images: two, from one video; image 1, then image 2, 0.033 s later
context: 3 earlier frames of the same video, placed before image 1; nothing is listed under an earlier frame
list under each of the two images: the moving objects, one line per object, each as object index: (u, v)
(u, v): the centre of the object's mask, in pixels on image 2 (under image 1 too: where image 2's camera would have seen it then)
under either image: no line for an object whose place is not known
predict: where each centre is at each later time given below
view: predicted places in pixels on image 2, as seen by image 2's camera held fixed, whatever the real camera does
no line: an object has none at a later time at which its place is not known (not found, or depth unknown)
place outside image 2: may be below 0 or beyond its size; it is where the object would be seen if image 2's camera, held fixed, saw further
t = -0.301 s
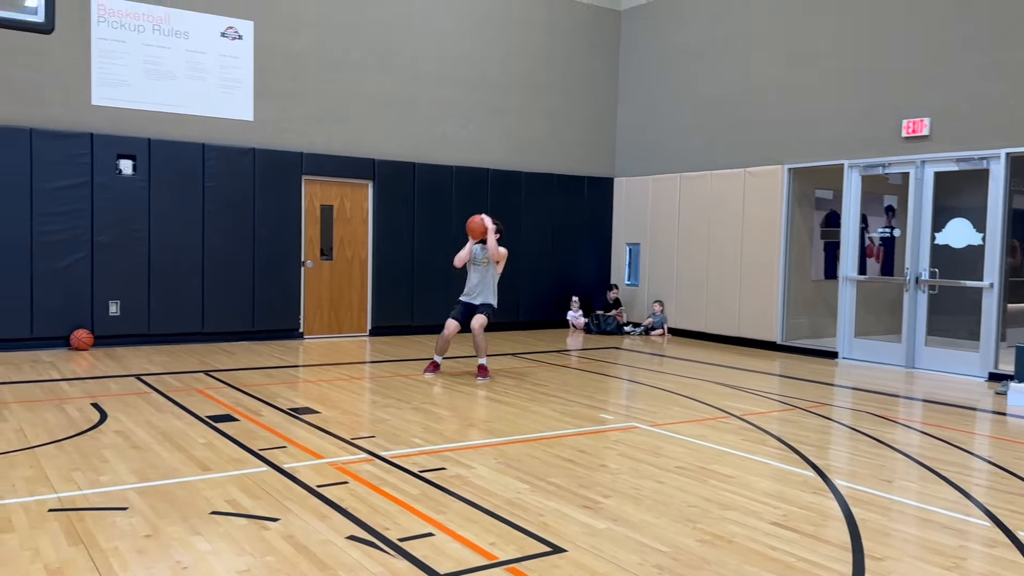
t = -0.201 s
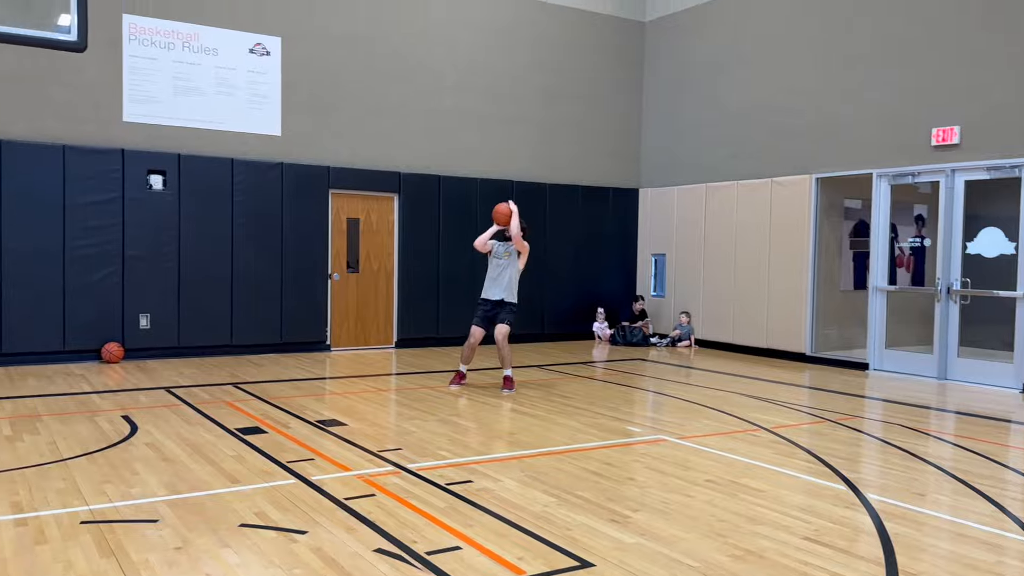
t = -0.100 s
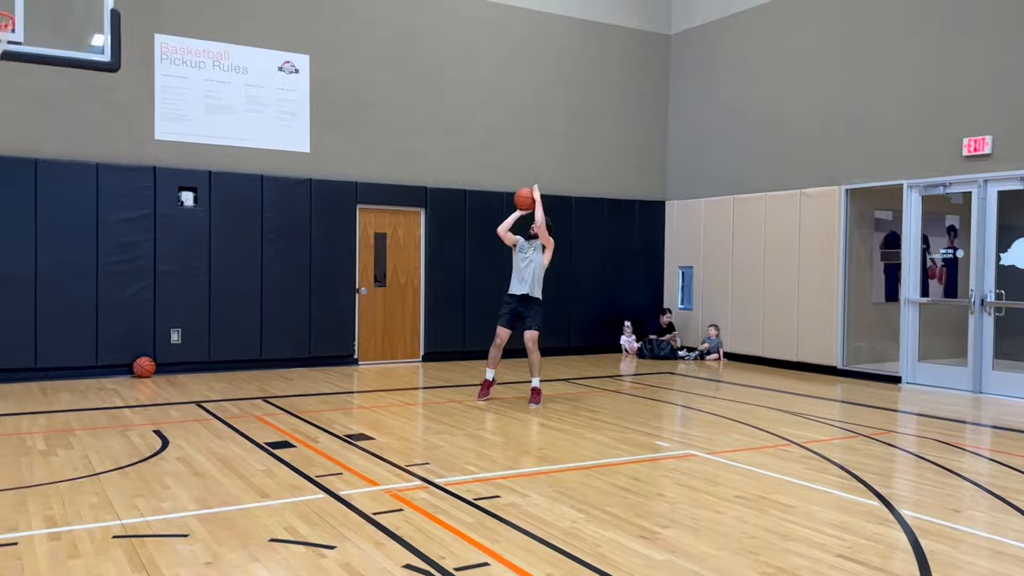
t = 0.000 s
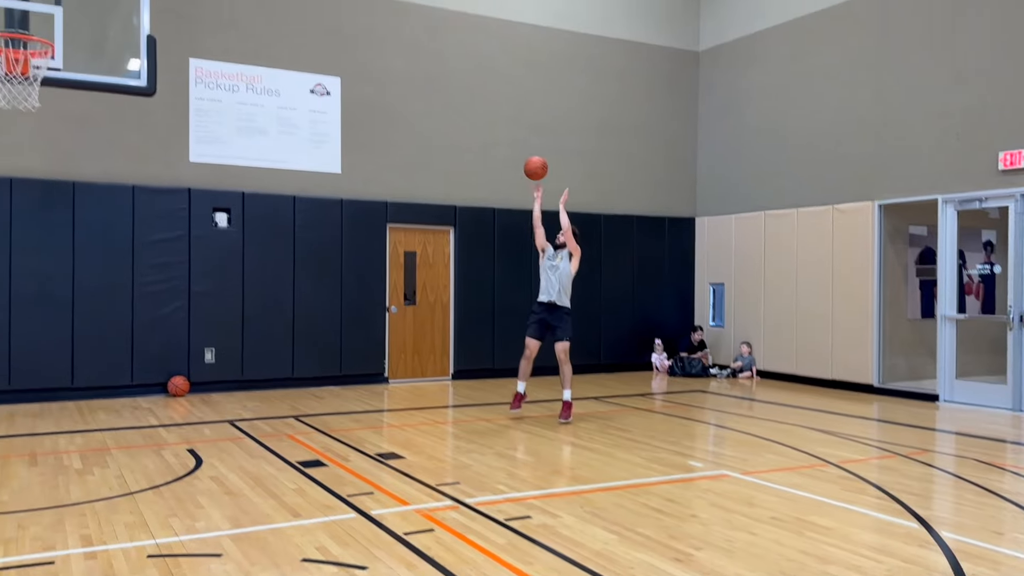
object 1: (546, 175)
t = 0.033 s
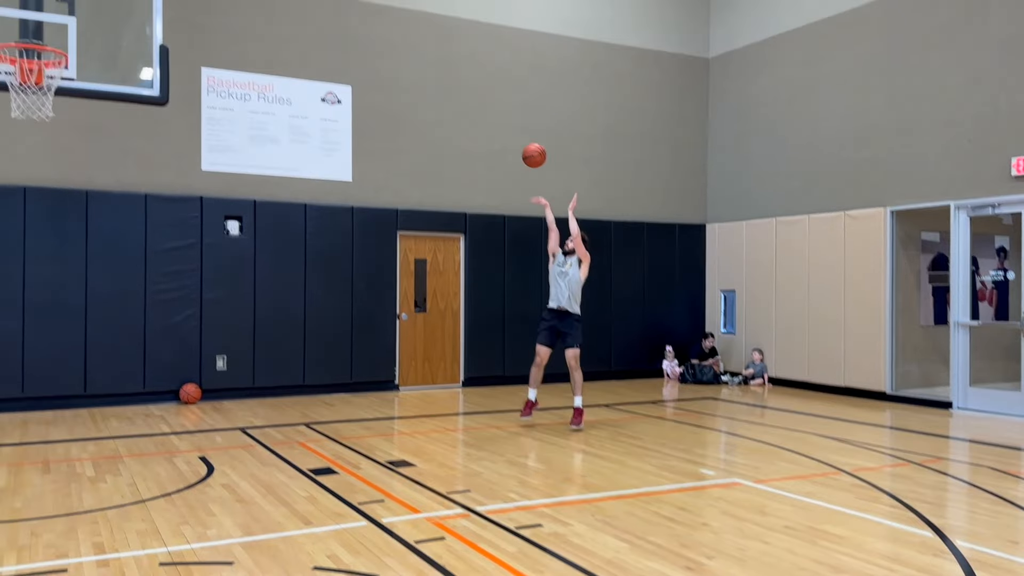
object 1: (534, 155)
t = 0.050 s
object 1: (528, 145)
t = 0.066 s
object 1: (522, 136)
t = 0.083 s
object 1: (516, 126)
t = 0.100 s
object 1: (510, 117)
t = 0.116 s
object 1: (504, 109)
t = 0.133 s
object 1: (497, 100)
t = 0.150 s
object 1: (491, 92)
